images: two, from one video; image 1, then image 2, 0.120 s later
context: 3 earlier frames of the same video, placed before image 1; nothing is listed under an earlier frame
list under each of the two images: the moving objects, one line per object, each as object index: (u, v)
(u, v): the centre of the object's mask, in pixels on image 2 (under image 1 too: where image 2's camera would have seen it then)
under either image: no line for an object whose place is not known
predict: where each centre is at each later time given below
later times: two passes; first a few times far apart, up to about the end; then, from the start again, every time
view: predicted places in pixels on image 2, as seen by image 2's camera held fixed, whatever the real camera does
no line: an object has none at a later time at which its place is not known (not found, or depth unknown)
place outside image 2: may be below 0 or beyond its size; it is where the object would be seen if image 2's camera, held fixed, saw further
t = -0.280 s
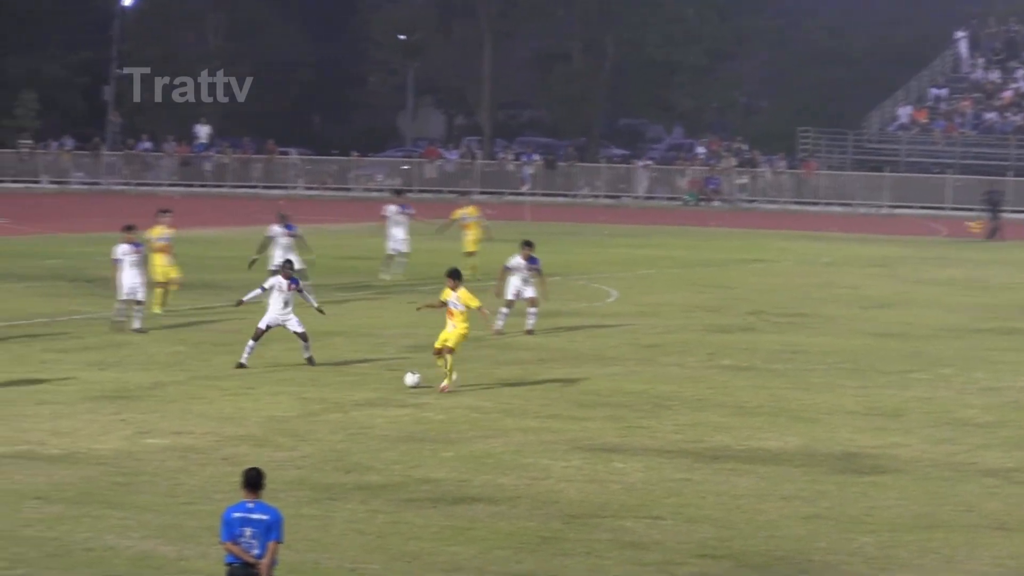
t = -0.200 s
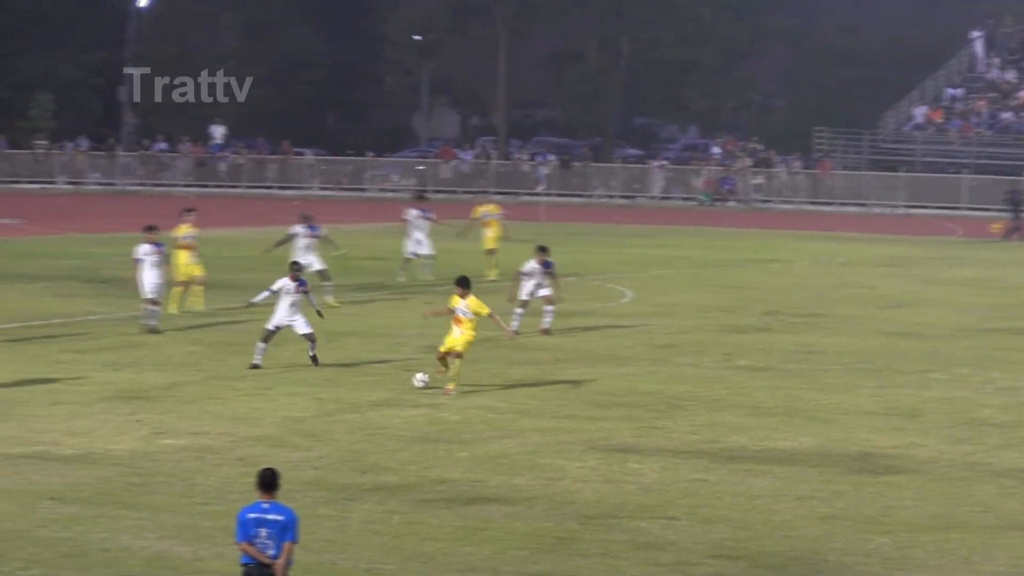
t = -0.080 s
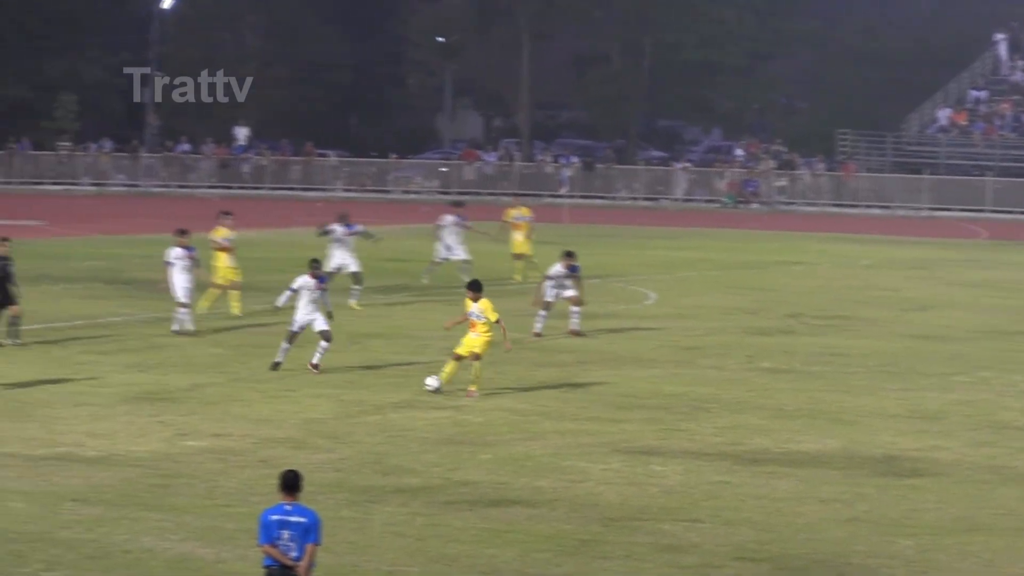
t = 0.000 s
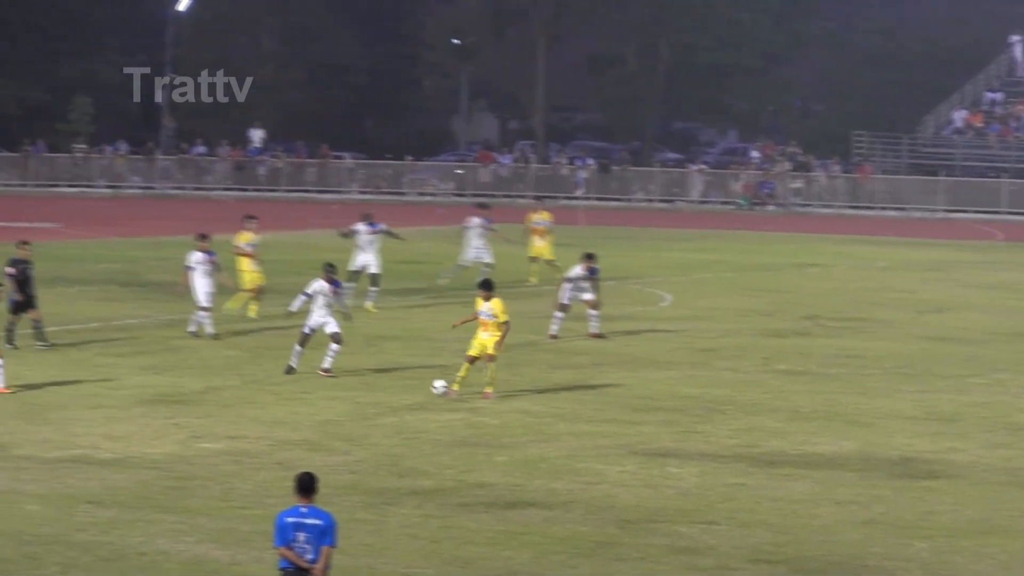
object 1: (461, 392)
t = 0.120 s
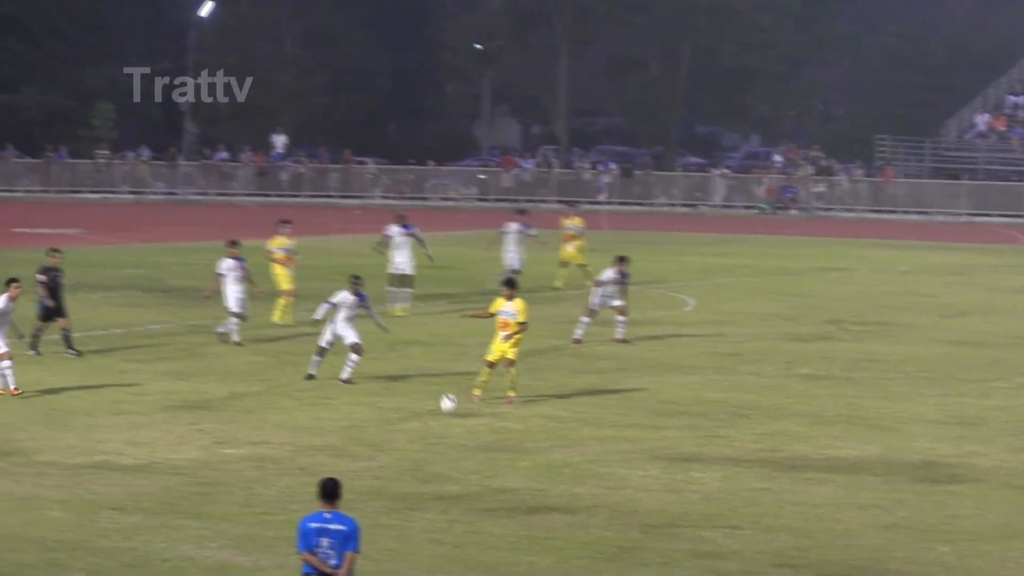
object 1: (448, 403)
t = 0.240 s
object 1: (436, 414)
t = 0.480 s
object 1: (410, 434)
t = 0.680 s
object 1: (389, 445)
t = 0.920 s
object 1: (363, 462)
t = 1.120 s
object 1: (343, 472)
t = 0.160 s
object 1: (444, 410)
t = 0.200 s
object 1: (440, 414)
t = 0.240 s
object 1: (436, 414)
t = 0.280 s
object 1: (431, 414)
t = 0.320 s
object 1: (427, 415)
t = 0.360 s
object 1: (423, 418)
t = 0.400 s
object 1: (419, 422)
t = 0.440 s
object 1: (414, 428)
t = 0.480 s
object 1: (410, 434)
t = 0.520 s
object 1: (406, 437)
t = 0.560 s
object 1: (402, 437)
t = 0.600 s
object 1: (398, 438)
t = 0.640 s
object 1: (393, 441)
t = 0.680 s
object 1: (389, 445)
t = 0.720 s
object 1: (384, 450)
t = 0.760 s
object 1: (380, 451)
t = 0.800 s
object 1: (376, 452)
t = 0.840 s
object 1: (371, 454)
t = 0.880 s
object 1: (367, 458)
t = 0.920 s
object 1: (363, 462)
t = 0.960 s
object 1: (358, 464)
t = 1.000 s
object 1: (354, 464)
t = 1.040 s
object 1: (350, 466)
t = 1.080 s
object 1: (346, 468)
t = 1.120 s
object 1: (343, 472)
